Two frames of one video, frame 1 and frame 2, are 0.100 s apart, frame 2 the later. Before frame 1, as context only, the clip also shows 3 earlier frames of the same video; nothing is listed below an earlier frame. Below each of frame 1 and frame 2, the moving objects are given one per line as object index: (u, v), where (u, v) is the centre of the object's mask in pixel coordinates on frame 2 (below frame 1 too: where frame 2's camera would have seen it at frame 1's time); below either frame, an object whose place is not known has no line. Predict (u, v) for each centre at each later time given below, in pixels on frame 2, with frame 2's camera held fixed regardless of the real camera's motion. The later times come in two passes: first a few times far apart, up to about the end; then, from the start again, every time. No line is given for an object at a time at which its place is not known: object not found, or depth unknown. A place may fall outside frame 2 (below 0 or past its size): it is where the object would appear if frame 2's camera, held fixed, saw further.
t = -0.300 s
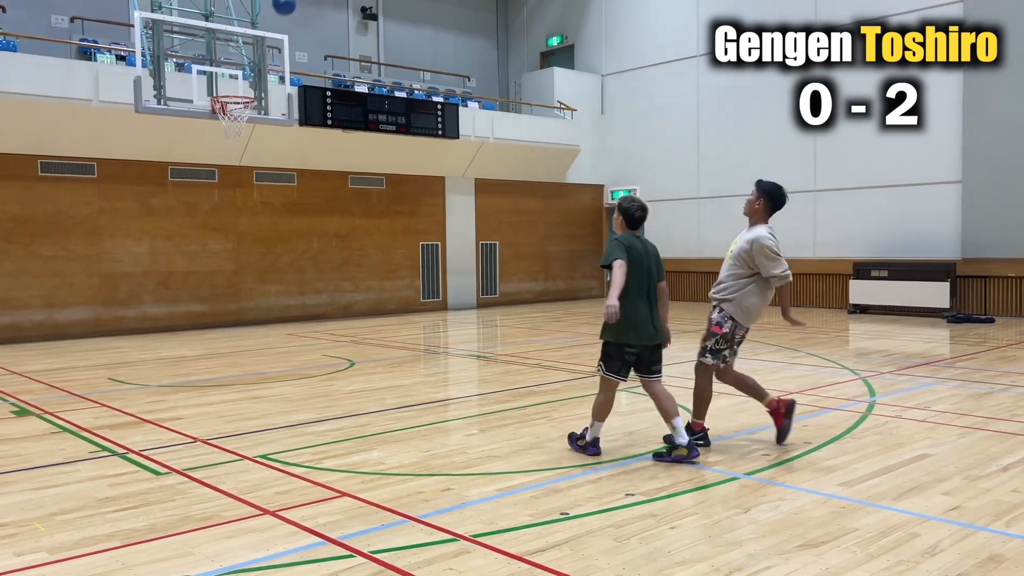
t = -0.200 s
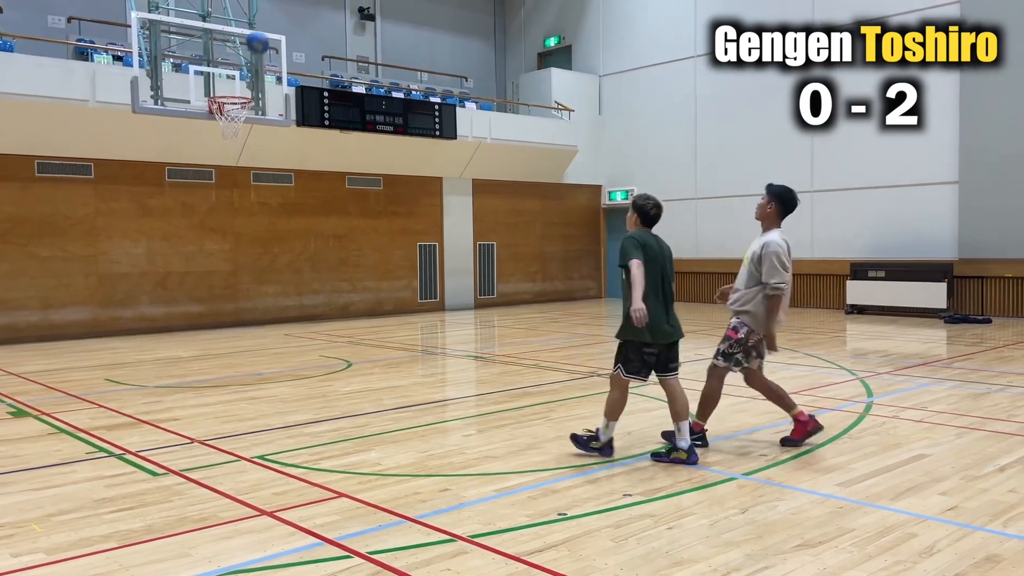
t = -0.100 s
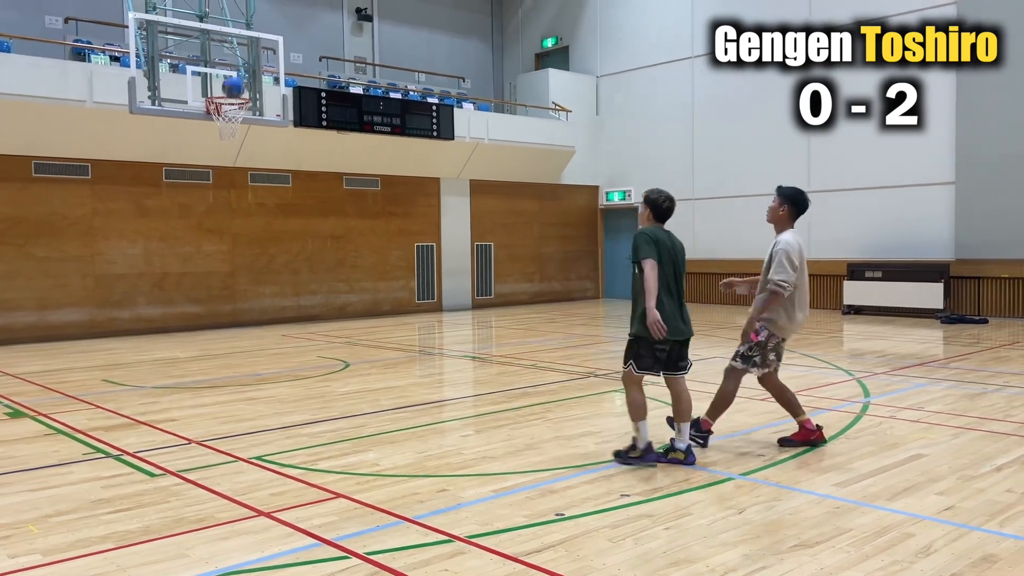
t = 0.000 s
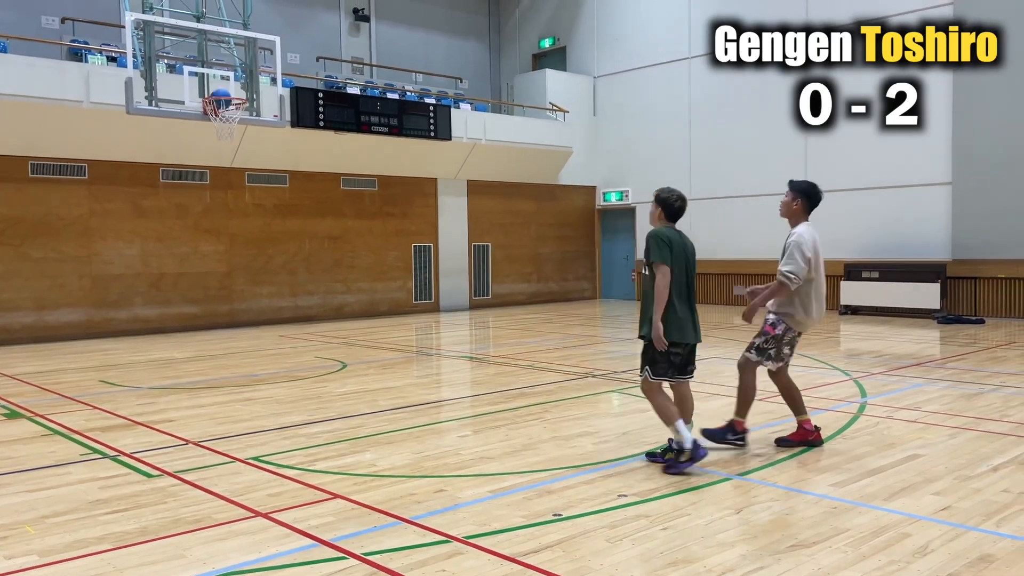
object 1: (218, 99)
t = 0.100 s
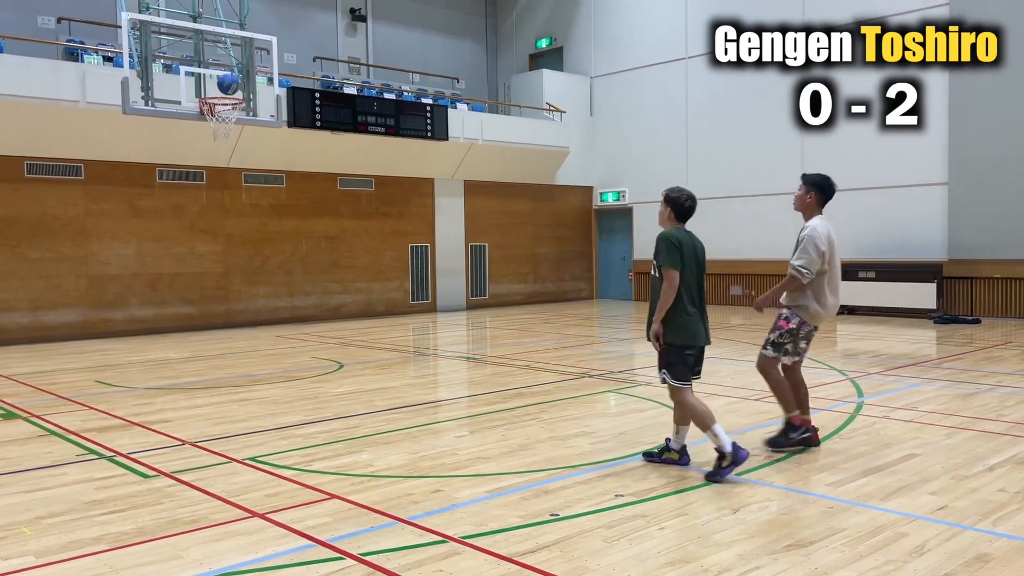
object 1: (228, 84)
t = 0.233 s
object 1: (243, 77)
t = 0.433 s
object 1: (270, 97)
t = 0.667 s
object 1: (301, 163)
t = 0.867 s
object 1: (332, 265)
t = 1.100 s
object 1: (364, 343)
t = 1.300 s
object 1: (373, 260)
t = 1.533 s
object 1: (387, 214)
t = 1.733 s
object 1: (401, 218)
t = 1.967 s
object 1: (419, 276)
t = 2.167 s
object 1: (436, 372)
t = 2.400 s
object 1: (459, 314)
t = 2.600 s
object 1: (480, 287)
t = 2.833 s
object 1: (500, 309)
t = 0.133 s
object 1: (232, 81)
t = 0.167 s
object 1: (235, 79)
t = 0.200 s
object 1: (239, 78)
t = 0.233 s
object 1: (243, 77)
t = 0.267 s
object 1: (248, 78)
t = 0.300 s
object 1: (252, 79)
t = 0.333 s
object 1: (257, 83)
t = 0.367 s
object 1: (262, 87)
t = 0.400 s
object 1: (266, 92)
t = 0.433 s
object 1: (270, 97)
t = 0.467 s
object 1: (275, 104)
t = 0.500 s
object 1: (279, 112)
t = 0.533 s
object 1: (284, 122)
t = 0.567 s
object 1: (287, 127)
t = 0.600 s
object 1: (291, 138)
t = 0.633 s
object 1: (296, 150)
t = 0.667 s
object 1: (301, 163)
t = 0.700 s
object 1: (306, 177)
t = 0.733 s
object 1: (311, 192)
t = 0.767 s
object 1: (316, 208)
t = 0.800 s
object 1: (321, 226)
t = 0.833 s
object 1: (327, 245)
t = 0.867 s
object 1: (332, 265)
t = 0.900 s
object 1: (337, 286)
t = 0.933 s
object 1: (343, 308)
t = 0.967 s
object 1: (348, 332)
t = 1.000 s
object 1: (355, 357)
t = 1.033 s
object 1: (360, 379)
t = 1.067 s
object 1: (362, 361)
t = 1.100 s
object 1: (364, 343)
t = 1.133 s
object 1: (365, 326)
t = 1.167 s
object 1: (366, 311)
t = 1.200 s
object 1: (368, 297)
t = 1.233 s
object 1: (370, 283)
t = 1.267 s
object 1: (372, 272)
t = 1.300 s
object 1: (373, 260)
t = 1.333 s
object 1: (375, 250)
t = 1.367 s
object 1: (376, 242)
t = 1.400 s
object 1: (378, 234)
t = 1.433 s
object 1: (380, 227)
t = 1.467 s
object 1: (382, 222)
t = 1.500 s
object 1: (385, 217)
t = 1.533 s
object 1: (387, 214)
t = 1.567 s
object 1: (389, 212)
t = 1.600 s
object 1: (392, 210)
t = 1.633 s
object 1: (394, 211)
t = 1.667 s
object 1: (396, 212)
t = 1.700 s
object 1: (399, 214)
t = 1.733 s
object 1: (401, 218)
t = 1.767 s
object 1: (404, 223)
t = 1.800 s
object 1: (407, 229)
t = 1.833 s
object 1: (409, 236)
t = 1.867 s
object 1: (412, 244)
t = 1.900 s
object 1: (414, 253)
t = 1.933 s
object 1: (417, 264)
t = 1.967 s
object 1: (419, 276)
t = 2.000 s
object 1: (422, 289)
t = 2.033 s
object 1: (425, 303)
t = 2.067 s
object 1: (428, 318)
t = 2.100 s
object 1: (431, 335)
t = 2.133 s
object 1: (433, 353)
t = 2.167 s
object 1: (436, 372)
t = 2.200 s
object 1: (439, 383)
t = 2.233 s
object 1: (442, 368)
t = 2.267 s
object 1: (445, 355)
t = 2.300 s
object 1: (448, 343)
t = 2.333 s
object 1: (451, 332)
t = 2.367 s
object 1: (455, 322)
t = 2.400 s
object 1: (459, 314)
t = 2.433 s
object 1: (462, 307)
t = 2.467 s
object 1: (466, 300)
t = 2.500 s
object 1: (469, 295)
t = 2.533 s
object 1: (472, 291)
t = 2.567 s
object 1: (476, 289)
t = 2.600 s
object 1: (480, 287)
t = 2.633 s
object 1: (483, 287)
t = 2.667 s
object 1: (486, 287)
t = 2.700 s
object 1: (489, 289)
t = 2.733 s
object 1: (492, 292)
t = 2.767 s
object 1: (496, 296)
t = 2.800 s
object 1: (498, 302)
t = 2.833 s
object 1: (500, 309)
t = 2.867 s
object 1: (503, 317)
